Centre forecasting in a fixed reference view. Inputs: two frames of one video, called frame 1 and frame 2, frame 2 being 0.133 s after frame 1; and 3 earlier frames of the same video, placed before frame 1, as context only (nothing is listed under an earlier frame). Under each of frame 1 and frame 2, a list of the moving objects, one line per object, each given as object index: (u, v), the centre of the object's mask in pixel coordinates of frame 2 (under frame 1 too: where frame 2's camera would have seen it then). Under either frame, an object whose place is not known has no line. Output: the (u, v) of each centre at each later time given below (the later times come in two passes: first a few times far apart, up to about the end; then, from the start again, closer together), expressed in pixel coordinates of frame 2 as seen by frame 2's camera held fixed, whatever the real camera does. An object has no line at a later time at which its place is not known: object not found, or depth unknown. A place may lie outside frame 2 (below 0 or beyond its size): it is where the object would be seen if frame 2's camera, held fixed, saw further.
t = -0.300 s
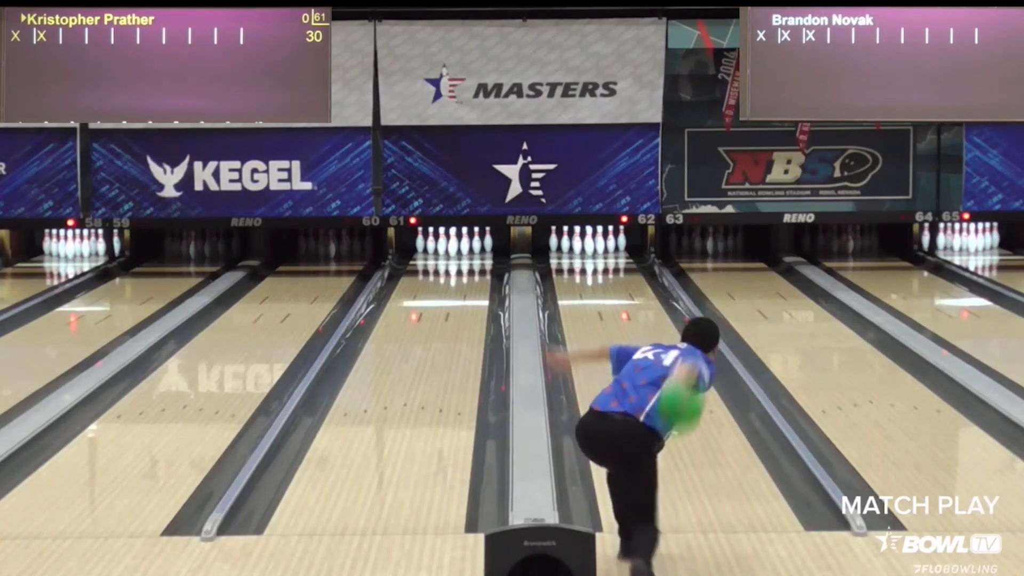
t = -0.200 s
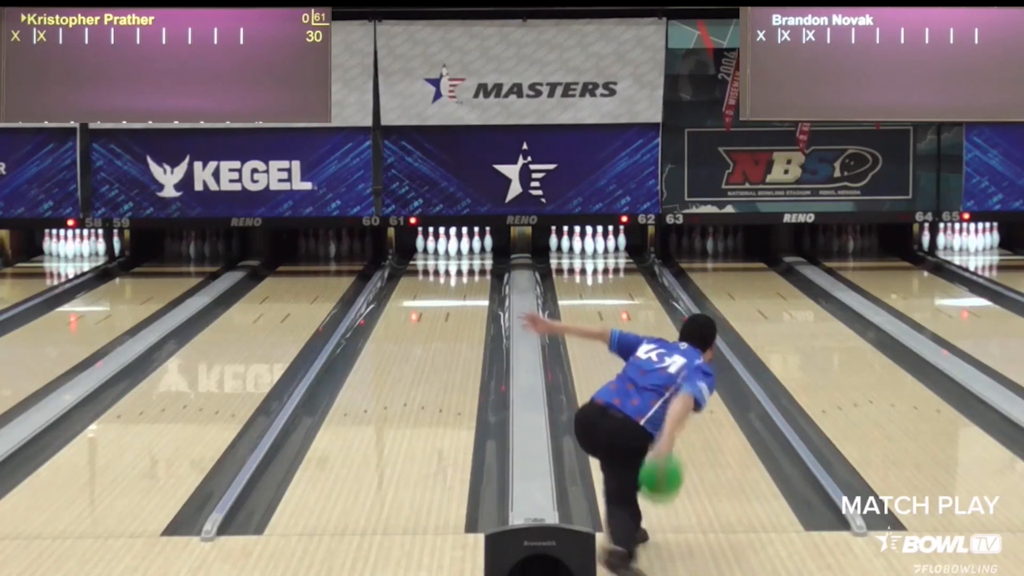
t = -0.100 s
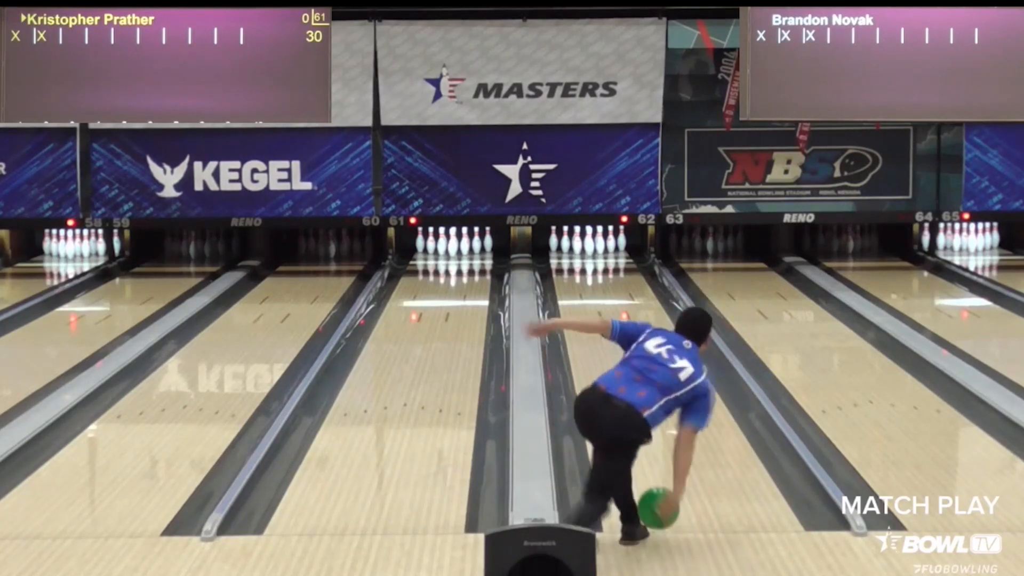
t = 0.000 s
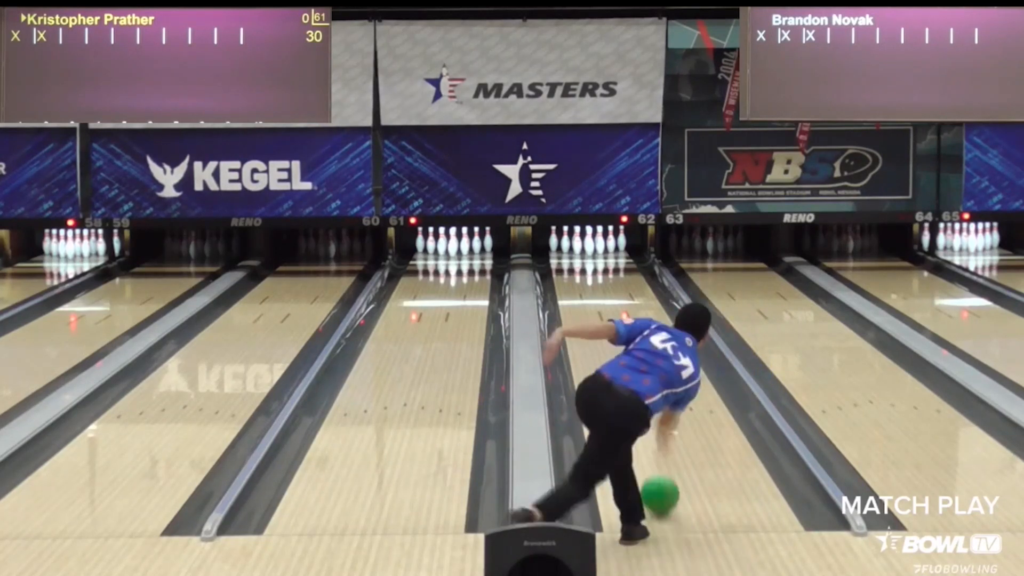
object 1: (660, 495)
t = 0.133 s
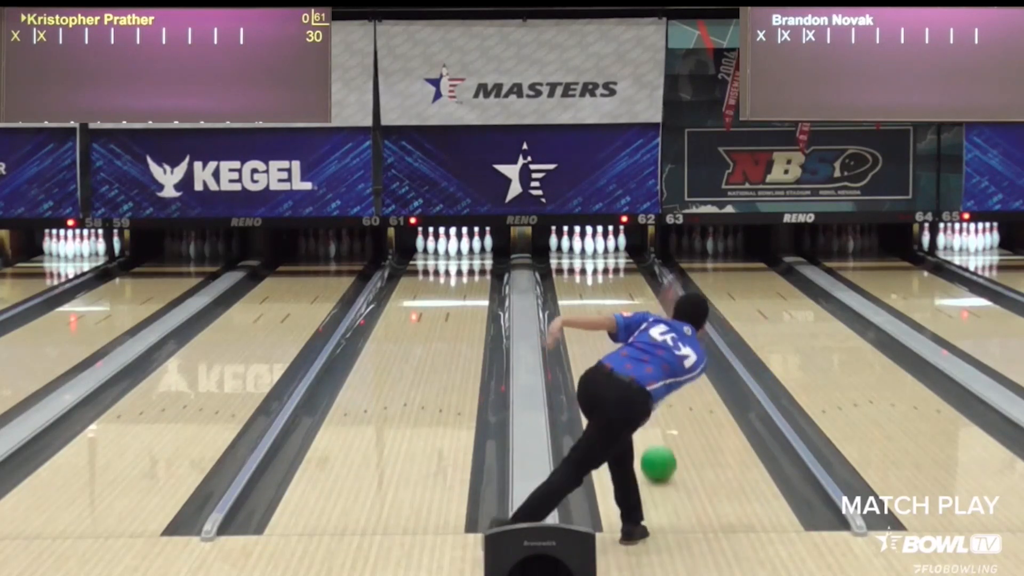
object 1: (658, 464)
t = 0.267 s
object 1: (657, 435)
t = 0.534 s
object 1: (659, 394)
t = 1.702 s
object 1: (631, 272)
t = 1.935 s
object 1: (627, 265)
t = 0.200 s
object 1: (658, 449)
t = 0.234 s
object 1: (658, 443)
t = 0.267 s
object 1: (657, 435)
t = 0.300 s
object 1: (657, 429)
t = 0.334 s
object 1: (656, 423)
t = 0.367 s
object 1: (657, 417)
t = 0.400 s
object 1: (657, 411)
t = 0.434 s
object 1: (657, 406)
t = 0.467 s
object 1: (658, 402)
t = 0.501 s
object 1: (658, 398)
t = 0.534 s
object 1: (659, 394)
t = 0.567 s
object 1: (659, 391)
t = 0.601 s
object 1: (659, 387)
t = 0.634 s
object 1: (660, 384)
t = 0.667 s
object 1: (660, 381)
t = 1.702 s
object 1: (631, 272)
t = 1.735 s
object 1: (632, 270)
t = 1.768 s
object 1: (631, 270)
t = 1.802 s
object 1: (631, 270)
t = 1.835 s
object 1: (631, 269)
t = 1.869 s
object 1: (630, 268)
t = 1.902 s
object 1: (628, 266)
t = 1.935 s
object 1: (627, 265)
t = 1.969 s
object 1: (623, 263)
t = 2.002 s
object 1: (622, 261)
